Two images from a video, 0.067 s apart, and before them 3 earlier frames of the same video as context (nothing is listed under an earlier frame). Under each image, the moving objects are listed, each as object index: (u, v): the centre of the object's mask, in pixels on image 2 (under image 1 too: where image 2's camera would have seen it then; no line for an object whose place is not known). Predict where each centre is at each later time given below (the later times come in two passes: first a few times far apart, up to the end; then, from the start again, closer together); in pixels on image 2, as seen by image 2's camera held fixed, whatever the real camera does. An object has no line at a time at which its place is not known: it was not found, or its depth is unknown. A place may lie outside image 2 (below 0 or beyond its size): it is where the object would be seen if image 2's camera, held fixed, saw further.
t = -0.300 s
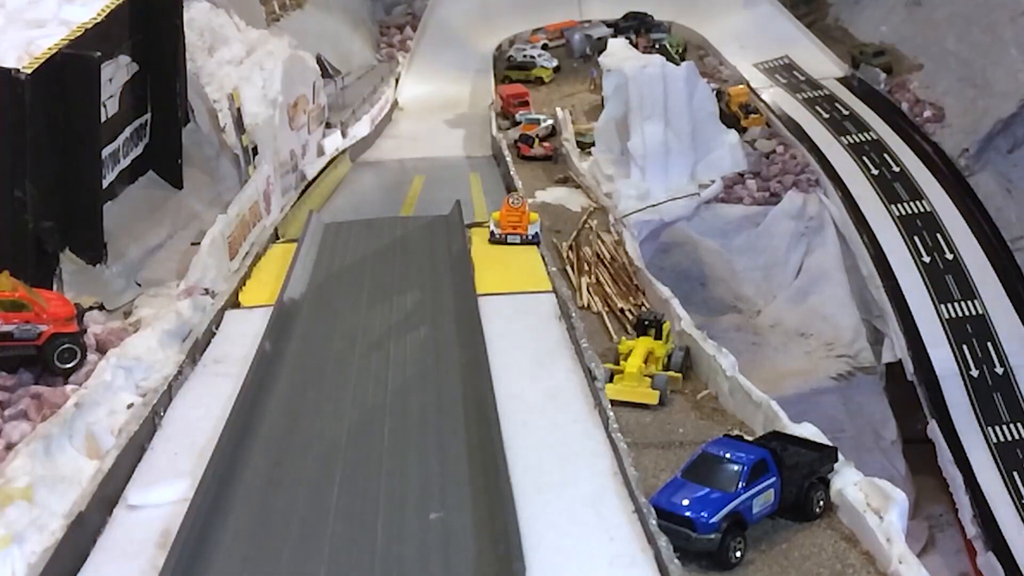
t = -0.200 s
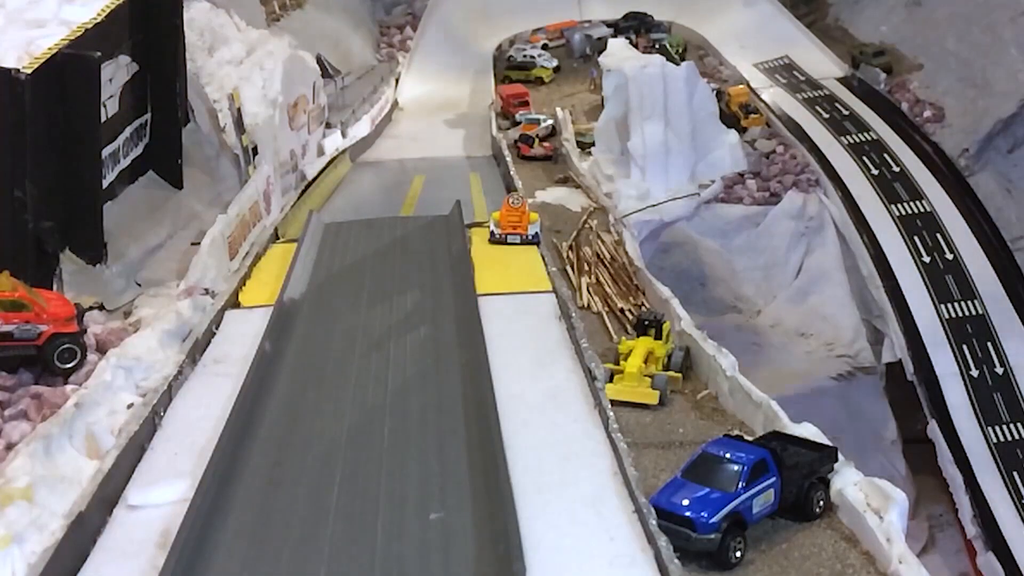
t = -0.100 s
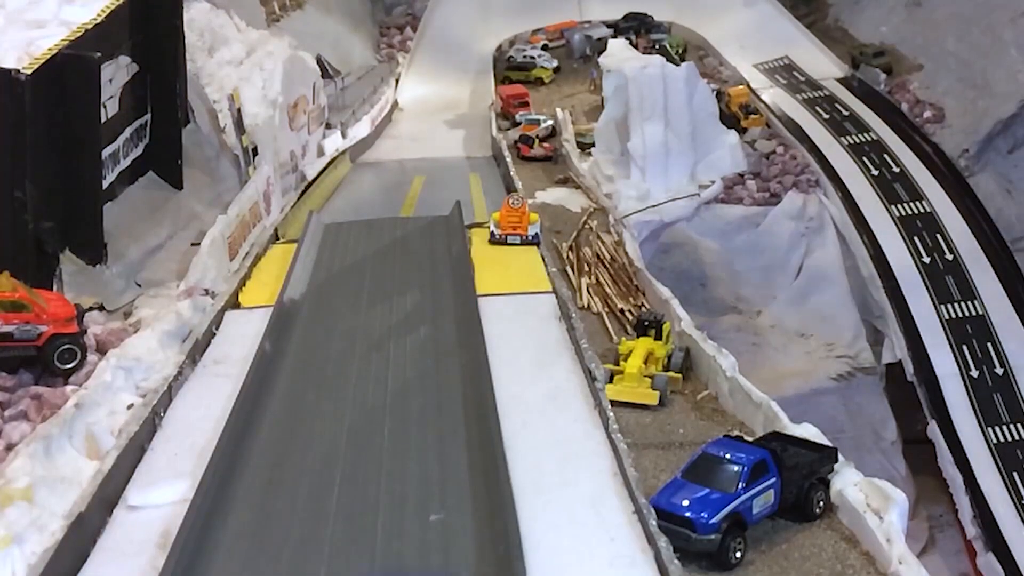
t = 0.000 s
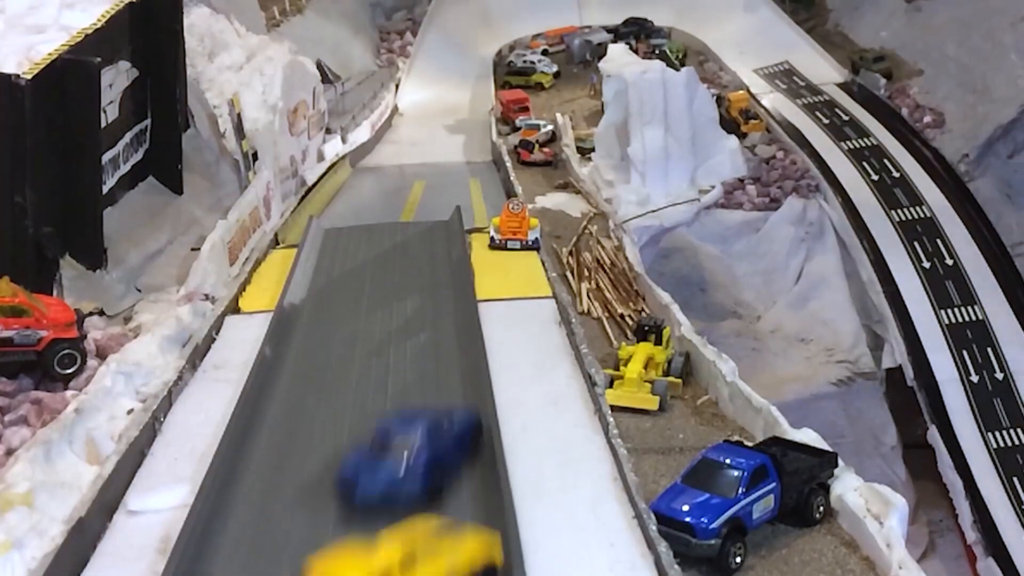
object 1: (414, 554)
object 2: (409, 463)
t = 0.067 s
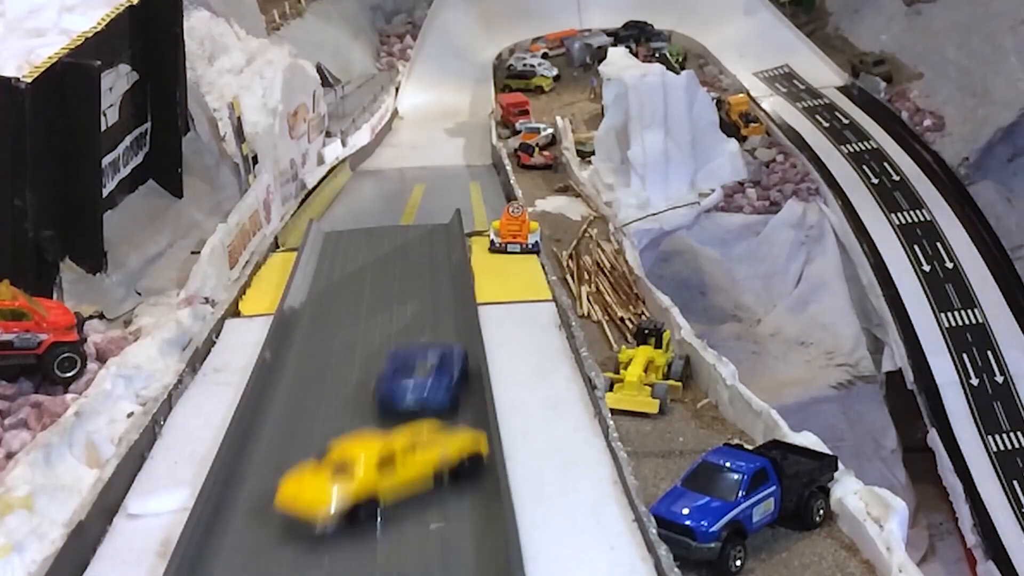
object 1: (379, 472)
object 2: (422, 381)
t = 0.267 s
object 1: (399, 278)
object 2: (424, 228)
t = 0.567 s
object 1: (421, 179)
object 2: (428, 153)
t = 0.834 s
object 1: (458, 132)
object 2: (432, 73)
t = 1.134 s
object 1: (472, 23)
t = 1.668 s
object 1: (716, 33)
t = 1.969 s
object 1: (775, 90)
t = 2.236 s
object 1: (843, 157)
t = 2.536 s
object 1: (967, 335)
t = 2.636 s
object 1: (1003, 420)
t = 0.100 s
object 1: (381, 426)
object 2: (430, 349)
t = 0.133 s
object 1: (386, 389)
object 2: (429, 320)
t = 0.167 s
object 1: (390, 356)
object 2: (428, 295)
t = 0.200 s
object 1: (396, 327)
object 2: (426, 271)
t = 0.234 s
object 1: (397, 303)
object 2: (425, 249)
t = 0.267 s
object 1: (399, 278)
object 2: (424, 228)
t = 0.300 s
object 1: (400, 257)
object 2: (423, 206)
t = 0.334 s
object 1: (401, 239)
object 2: (423, 191)
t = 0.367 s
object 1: (402, 221)
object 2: (424, 181)
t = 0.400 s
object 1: (405, 204)
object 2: (425, 175)
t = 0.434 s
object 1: (408, 192)
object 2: (427, 171)
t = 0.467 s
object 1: (410, 184)
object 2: (432, 170)
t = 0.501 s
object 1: (412, 180)
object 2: (435, 169)
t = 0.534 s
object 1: (416, 179)
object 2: (431, 162)
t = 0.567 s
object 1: (421, 179)
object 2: (428, 153)
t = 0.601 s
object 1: (425, 175)
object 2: (427, 148)
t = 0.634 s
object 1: (430, 164)
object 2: (426, 140)
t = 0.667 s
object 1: (436, 154)
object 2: (421, 135)
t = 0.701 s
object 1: (441, 148)
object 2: (423, 127)
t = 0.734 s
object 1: (447, 144)
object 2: (422, 115)
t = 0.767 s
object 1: (451, 141)
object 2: (420, 105)
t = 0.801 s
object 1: (456, 141)
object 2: (426, 89)
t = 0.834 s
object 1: (458, 132)
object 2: (432, 73)
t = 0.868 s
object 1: (458, 119)
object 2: (440, 58)
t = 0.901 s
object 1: (459, 109)
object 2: (449, 44)
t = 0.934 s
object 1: (459, 98)
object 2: (461, 30)
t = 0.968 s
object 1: (460, 89)
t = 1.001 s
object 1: (460, 78)
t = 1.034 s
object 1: (460, 63)
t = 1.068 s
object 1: (462, 49)
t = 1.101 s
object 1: (466, 36)
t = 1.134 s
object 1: (472, 23)
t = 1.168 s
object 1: (484, 9)
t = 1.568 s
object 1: (691, 7)
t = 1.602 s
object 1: (700, 17)
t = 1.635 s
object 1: (710, 25)
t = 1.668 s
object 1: (716, 33)
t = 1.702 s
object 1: (723, 40)
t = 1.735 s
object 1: (729, 44)
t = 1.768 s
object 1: (737, 50)
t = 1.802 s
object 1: (743, 57)
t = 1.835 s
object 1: (751, 65)
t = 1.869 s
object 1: (757, 71)
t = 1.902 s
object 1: (764, 78)
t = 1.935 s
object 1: (770, 84)
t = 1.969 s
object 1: (775, 90)
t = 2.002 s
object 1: (780, 97)
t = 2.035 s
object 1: (786, 104)
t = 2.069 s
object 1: (795, 112)
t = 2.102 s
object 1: (804, 119)
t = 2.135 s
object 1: (814, 127)
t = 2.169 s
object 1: (822, 137)
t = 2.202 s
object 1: (832, 146)
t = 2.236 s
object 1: (843, 157)
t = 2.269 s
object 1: (854, 172)
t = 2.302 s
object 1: (865, 187)
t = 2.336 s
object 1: (879, 200)
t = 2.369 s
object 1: (893, 218)
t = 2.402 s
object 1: (907, 239)
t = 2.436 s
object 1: (920, 260)
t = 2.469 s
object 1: (935, 284)
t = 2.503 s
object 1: (951, 309)
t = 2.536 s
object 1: (967, 335)
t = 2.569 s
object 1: (984, 363)
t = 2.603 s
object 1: (994, 391)
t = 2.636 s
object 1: (1003, 420)
